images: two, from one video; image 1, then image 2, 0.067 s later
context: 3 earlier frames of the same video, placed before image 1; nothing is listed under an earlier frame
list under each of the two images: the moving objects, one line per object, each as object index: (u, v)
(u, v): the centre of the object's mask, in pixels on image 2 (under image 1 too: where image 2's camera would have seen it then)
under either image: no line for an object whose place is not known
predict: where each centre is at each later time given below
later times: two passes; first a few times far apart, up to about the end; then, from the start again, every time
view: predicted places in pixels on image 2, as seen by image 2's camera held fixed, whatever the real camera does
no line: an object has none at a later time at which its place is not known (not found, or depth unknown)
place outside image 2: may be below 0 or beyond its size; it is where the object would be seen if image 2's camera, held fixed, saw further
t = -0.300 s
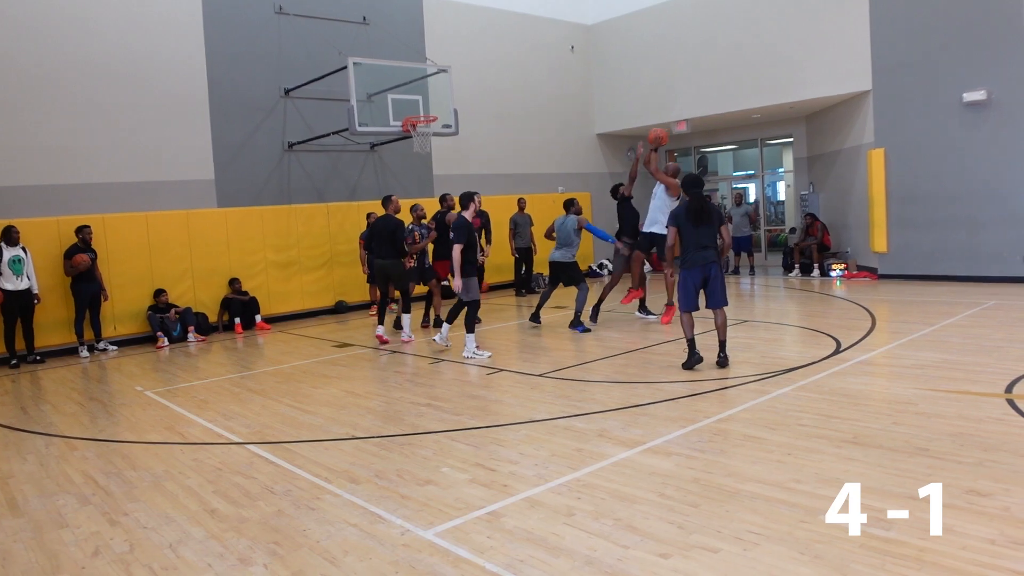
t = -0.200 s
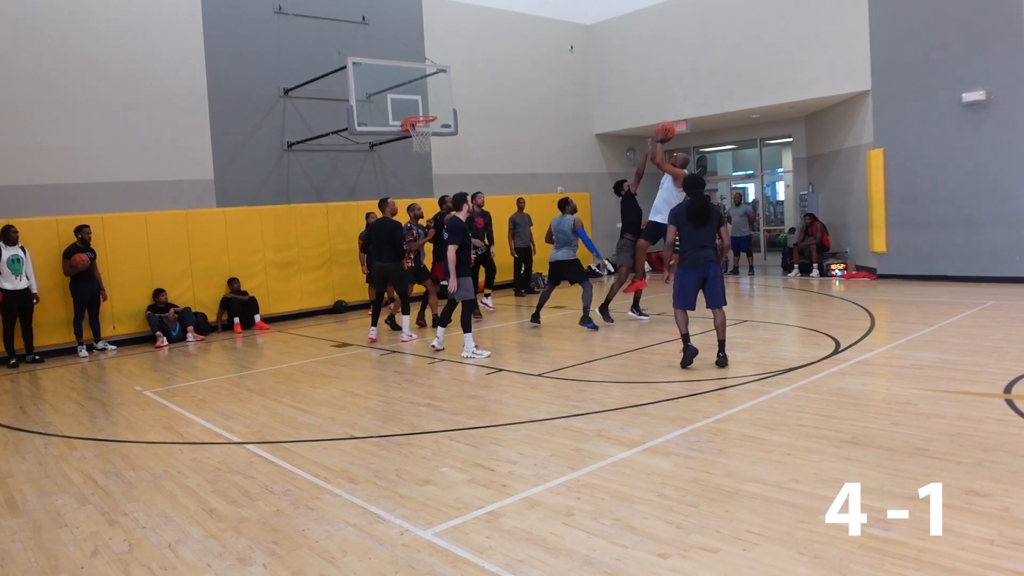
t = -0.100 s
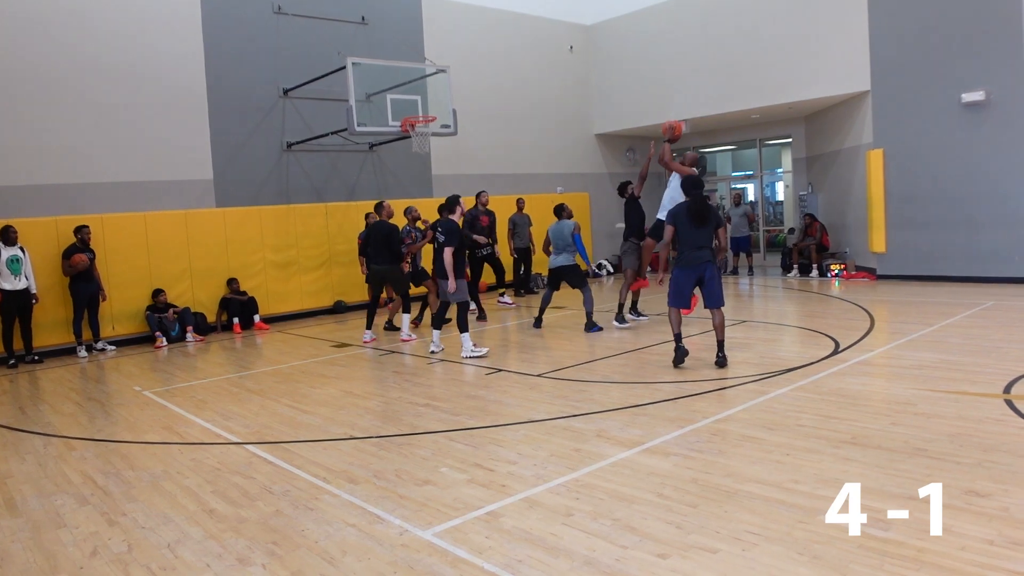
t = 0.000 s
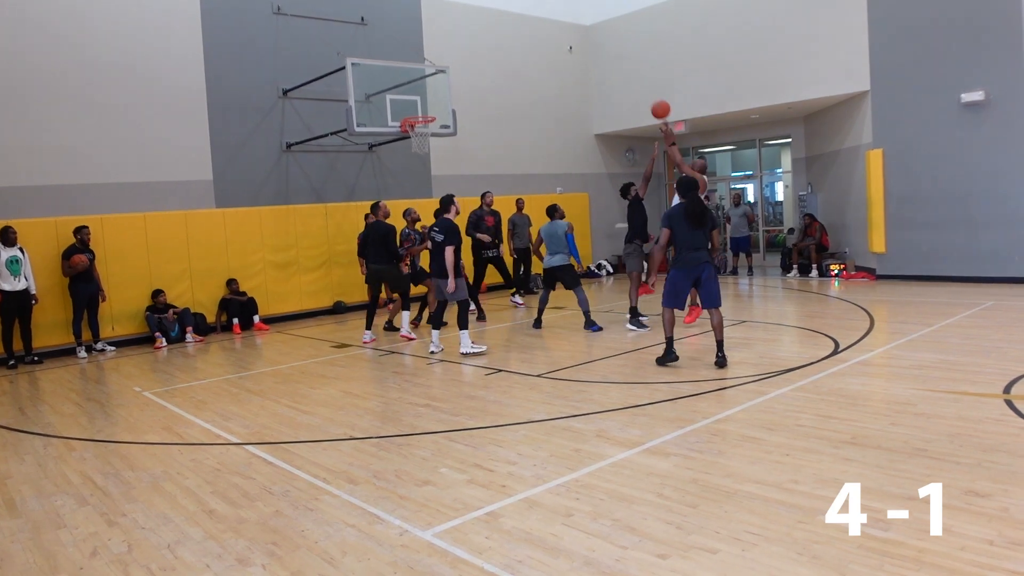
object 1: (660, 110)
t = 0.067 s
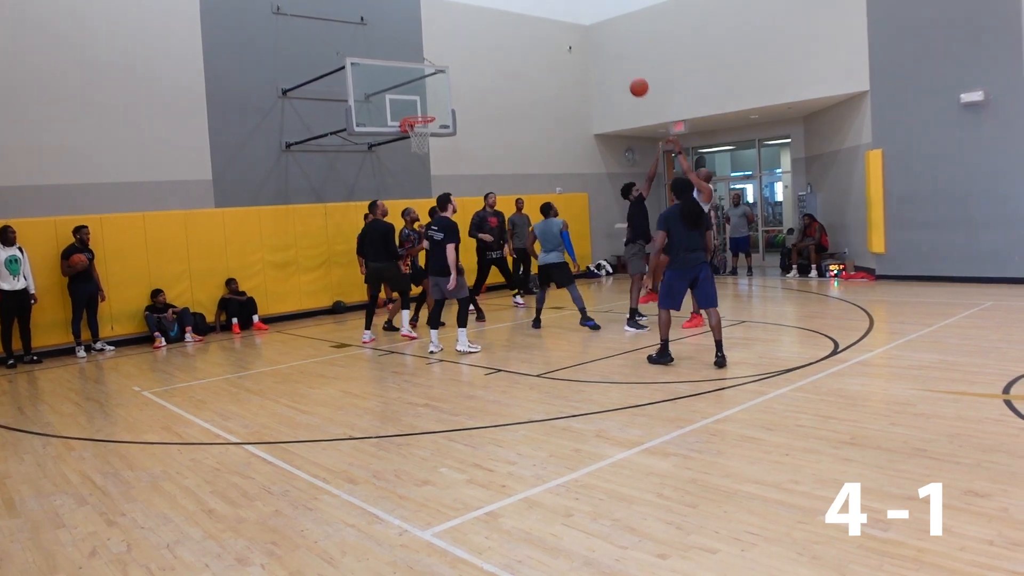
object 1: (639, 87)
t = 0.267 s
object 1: (580, 44)
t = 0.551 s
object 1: (507, 38)
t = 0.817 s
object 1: (450, 84)
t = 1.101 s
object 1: (451, 95)
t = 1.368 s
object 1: (487, 111)
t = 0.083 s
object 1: (634, 82)
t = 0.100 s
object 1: (629, 78)
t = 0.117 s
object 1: (624, 73)
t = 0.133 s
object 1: (619, 69)
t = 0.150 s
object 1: (614, 65)
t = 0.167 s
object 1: (609, 61)
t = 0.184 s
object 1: (604, 58)
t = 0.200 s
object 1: (599, 55)
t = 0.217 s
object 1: (594, 52)
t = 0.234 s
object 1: (590, 49)
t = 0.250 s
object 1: (585, 46)
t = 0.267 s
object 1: (580, 44)
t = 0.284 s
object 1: (576, 42)
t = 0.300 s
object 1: (571, 40)
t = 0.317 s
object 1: (567, 39)
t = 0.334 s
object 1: (562, 37)
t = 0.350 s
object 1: (558, 36)
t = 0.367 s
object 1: (553, 35)
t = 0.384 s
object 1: (549, 35)
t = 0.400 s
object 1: (545, 34)
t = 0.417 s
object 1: (540, 34)
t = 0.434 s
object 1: (536, 33)
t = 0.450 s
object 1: (532, 34)
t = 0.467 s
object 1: (528, 34)
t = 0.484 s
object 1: (523, 34)
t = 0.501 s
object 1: (519, 35)
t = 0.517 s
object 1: (515, 36)
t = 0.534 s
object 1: (511, 37)
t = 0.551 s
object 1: (507, 38)
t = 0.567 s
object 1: (503, 40)
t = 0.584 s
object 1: (500, 41)
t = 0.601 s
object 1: (496, 43)
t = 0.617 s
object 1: (492, 45)
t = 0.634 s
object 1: (488, 47)
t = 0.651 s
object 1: (484, 50)
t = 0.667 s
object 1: (481, 52)
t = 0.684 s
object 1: (477, 55)
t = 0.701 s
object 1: (473, 58)
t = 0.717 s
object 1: (470, 61)
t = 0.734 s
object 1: (467, 64)
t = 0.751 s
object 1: (463, 68)
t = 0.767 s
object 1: (460, 71)
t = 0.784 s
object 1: (457, 75)
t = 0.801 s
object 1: (453, 80)
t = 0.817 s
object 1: (450, 84)
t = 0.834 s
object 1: (447, 88)
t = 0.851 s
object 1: (444, 92)
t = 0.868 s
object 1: (441, 97)
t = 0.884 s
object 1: (437, 102)
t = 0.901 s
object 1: (434, 106)
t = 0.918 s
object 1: (432, 111)
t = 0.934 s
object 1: (433, 110)
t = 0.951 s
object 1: (434, 108)
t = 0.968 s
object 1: (436, 106)
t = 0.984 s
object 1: (438, 104)
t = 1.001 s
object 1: (440, 102)
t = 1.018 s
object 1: (442, 100)
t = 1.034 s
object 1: (443, 99)
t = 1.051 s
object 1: (445, 98)
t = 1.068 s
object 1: (447, 97)
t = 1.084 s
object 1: (449, 96)
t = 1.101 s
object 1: (451, 95)
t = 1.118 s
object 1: (453, 95)
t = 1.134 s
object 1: (455, 94)
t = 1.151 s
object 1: (457, 94)
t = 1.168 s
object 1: (459, 94)
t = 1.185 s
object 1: (461, 94)
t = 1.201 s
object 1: (463, 95)
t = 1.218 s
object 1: (466, 96)
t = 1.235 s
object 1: (468, 96)
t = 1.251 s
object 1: (470, 97)
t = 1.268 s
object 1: (472, 98)
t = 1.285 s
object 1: (475, 100)
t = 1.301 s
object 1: (477, 102)
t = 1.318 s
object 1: (479, 104)
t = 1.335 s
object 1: (482, 106)
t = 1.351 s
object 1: (484, 109)
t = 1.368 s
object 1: (487, 111)
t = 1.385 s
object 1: (489, 114)
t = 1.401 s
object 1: (492, 117)
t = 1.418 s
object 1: (494, 121)
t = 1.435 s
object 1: (497, 124)
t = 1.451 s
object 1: (500, 128)
